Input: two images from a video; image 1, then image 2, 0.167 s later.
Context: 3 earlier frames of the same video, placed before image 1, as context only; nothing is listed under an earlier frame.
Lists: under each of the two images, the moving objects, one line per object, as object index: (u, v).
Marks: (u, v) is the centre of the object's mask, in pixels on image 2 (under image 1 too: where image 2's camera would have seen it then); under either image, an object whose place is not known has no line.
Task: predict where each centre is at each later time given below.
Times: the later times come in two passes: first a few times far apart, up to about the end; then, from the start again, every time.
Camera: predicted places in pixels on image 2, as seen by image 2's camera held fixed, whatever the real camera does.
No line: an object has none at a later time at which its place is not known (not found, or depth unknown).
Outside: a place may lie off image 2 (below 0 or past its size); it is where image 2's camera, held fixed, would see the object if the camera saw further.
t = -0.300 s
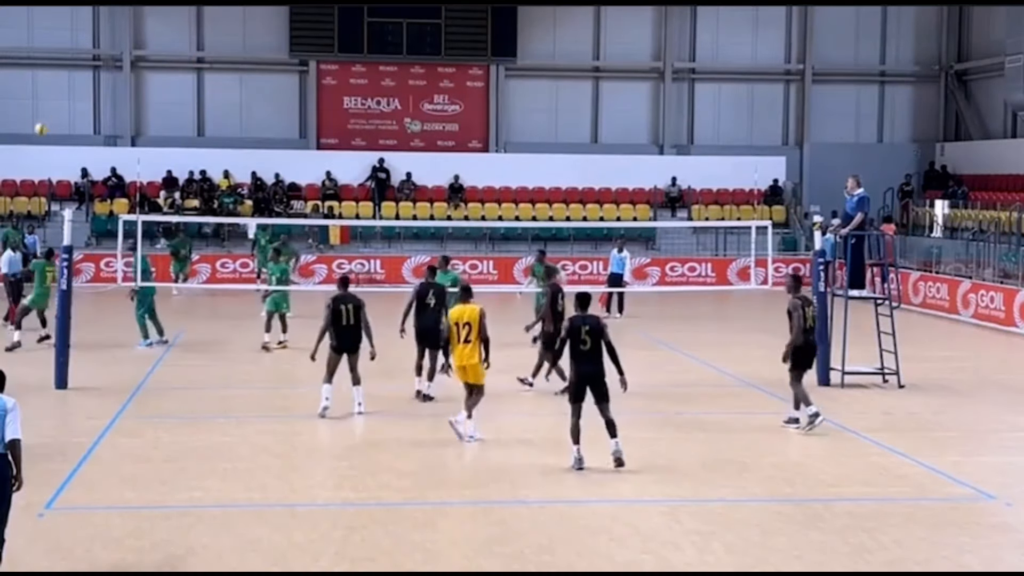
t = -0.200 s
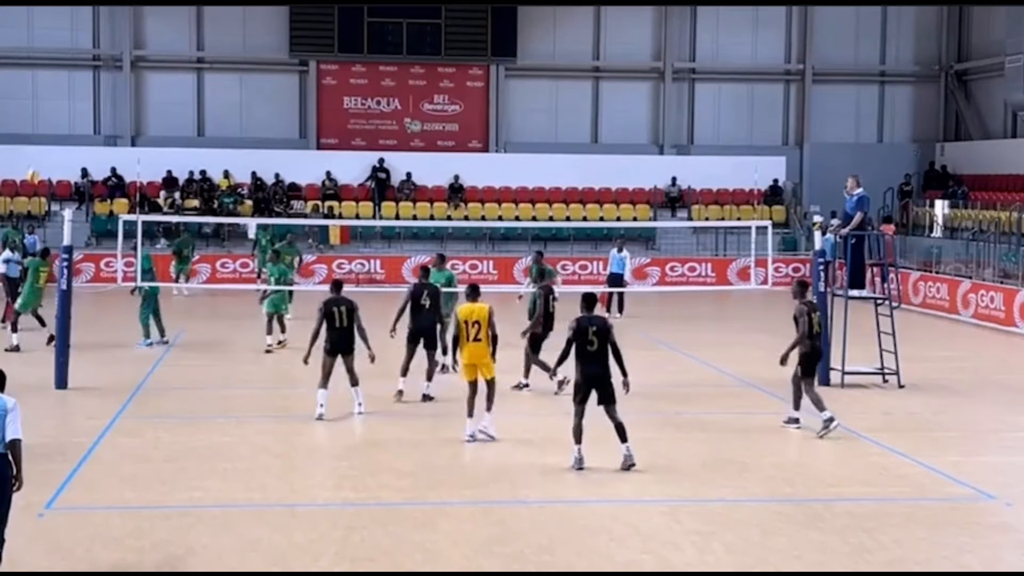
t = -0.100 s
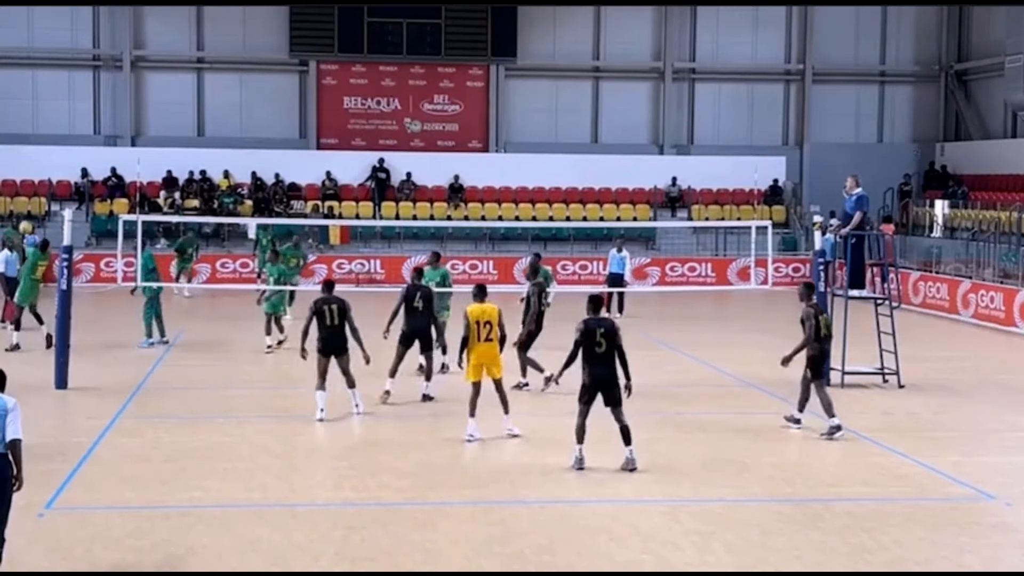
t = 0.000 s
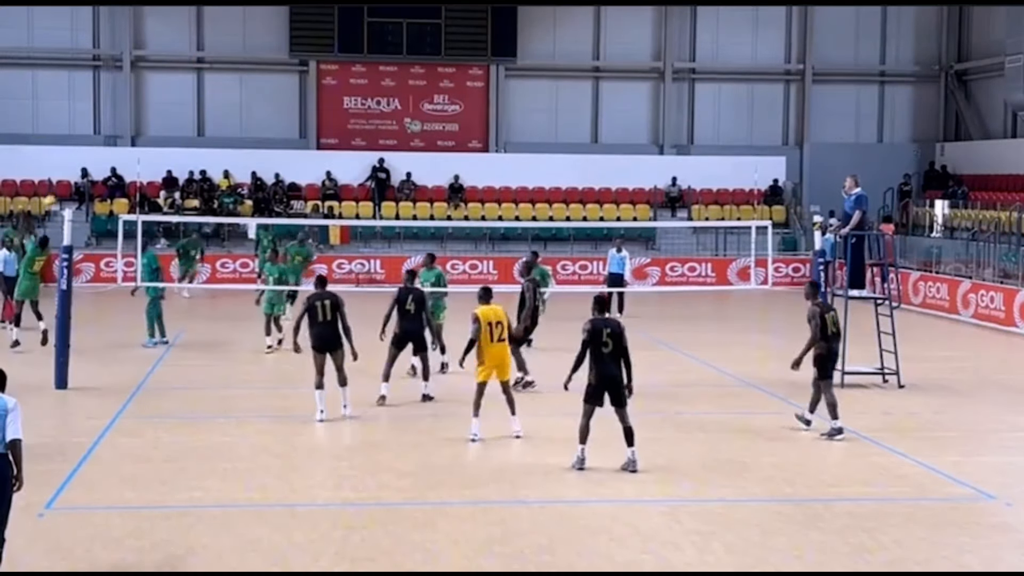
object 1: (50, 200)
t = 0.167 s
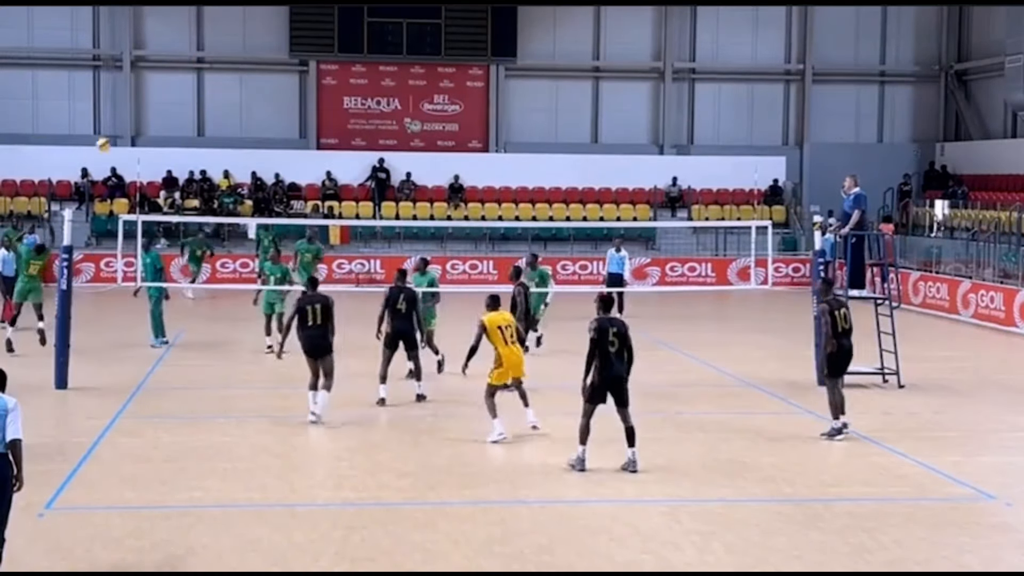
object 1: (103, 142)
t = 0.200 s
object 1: (114, 135)
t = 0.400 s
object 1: (181, 91)
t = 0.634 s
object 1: (264, 73)
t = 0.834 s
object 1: (337, 88)
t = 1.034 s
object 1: (413, 135)
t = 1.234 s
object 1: (491, 212)
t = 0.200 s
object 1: (114, 135)
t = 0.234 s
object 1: (125, 127)
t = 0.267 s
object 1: (136, 118)
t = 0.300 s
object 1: (147, 108)
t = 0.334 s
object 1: (159, 102)
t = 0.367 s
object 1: (170, 95)
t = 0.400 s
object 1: (181, 91)
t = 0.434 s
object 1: (194, 82)
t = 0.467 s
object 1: (202, 81)
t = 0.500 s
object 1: (217, 77)
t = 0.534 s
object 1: (227, 76)
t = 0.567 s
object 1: (240, 74)
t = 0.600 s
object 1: (251, 73)
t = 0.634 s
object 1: (264, 73)
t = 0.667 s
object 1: (275, 73)
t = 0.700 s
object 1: (287, 74)
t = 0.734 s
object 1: (300, 77)
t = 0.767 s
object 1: (312, 79)
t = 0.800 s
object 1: (325, 83)
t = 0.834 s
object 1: (337, 88)
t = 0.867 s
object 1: (349, 92)
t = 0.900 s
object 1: (363, 99)
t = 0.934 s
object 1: (374, 107)
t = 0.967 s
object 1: (388, 115)
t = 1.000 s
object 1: (401, 125)
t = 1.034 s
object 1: (413, 135)
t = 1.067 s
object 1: (425, 144)
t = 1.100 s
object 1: (438, 155)
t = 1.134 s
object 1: (452, 170)
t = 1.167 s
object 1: (465, 184)
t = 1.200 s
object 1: (478, 198)
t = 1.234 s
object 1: (491, 212)
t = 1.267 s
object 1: (504, 232)
